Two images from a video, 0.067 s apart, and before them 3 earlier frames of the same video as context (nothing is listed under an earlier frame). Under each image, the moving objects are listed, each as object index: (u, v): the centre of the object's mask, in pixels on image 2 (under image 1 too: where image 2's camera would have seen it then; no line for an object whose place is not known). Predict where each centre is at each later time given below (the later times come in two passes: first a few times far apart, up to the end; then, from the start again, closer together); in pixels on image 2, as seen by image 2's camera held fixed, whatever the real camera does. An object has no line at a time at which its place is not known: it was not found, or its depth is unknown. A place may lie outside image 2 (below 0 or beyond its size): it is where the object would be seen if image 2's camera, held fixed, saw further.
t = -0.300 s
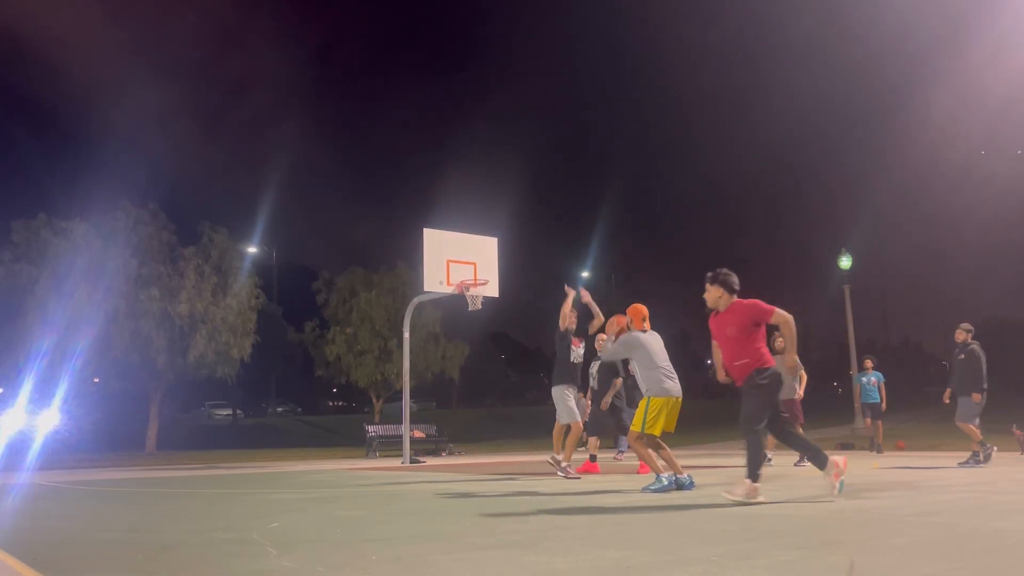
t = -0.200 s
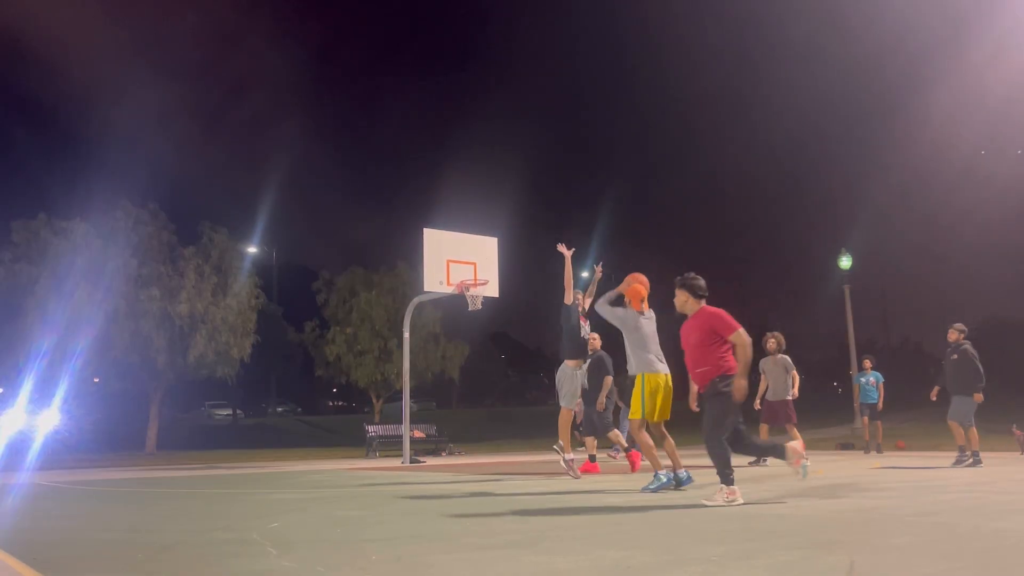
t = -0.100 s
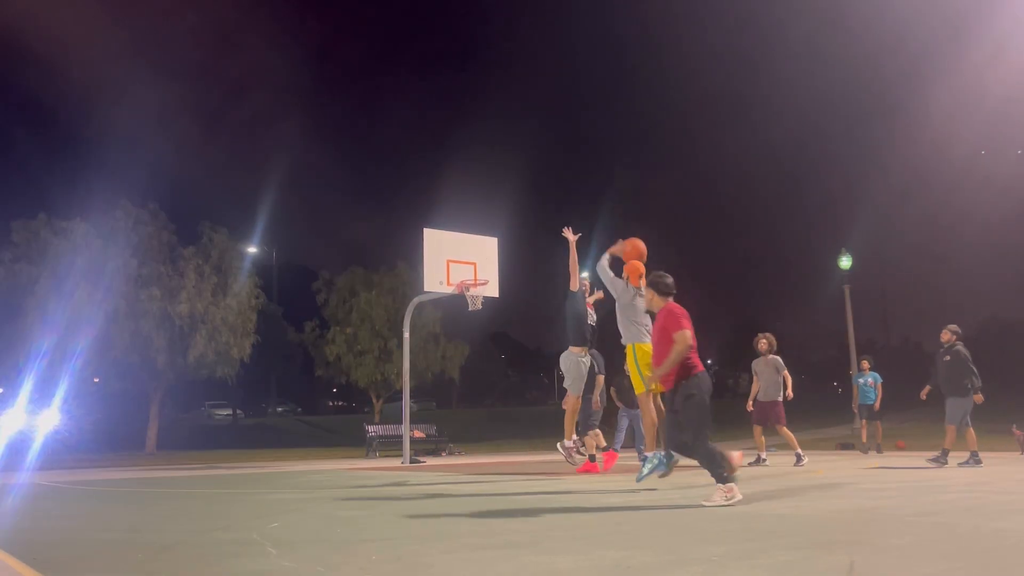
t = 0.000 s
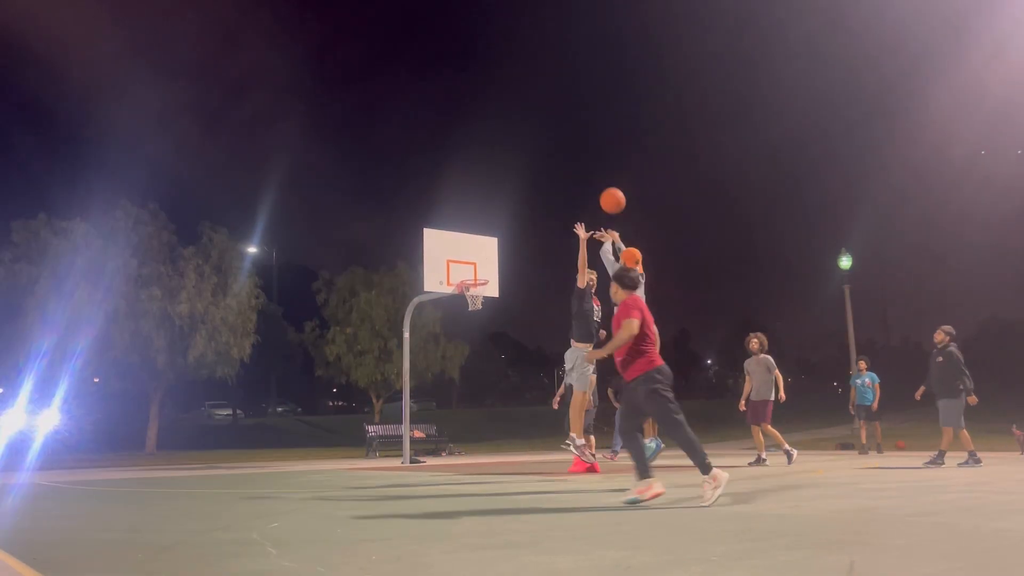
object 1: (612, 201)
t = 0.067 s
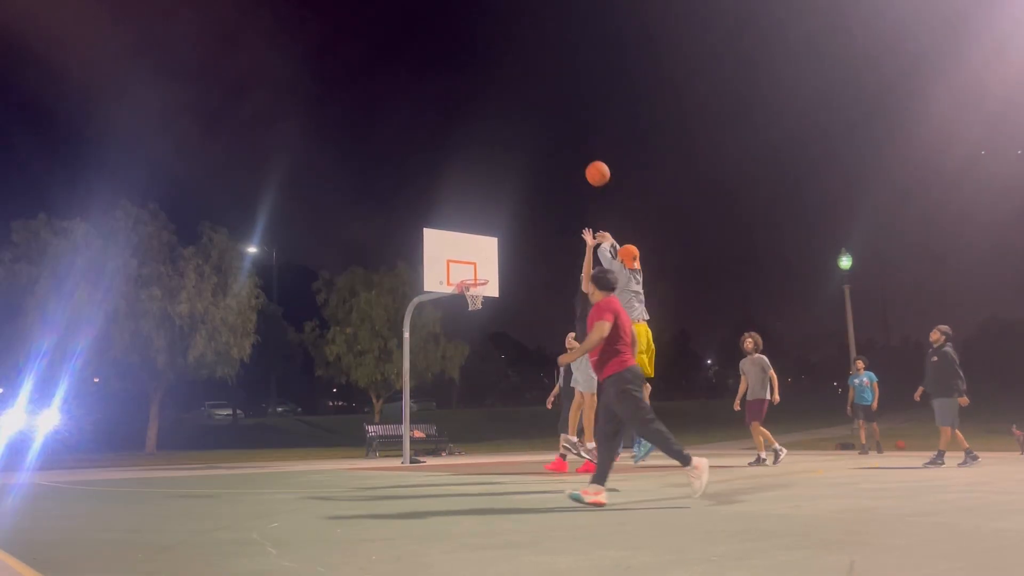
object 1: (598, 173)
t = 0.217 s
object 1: (569, 134)
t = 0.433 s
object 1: (538, 118)
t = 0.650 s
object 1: (514, 138)
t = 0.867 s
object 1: (495, 181)
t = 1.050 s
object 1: (483, 233)
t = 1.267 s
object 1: (473, 301)
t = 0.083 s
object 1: (594, 168)
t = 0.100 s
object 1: (591, 162)
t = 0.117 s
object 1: (587, 157)
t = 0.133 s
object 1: (584, 153)
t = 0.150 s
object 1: (581, 148)
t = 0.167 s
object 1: (578, 144)
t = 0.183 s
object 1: (575, 141)
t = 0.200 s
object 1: (572, 137)
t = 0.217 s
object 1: (569, 134)
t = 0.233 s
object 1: (567, 131)
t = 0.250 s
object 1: (564, 129)
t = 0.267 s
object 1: (561, 127)
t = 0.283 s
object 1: (559, 125)
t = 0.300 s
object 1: (556, 123)
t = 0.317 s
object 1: (554, 122)
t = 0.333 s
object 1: (551, 121)
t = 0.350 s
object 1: (549, 120)
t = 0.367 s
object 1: (546, 119)
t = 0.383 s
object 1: (544, 119)
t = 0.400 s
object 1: (542, 118)
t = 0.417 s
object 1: (540, 118)
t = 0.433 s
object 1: (538, 118)
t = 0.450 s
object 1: (536, 119)
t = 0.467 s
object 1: (534, 119)
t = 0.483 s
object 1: (532, 120)
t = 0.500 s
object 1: (530, 121)
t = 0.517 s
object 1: (528, 122)
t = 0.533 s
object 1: (526, 124)
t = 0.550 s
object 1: (524, 125)
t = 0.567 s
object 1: (523, 127)
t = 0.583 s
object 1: (521, 129)
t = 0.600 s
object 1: (519, 131)
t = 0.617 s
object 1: (517, 133)
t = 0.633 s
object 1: (516, 135)
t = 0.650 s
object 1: (514, 138)
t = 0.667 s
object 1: (512, 140)
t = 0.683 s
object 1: (511, 143)
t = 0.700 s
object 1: (509, 146)
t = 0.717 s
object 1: (508, 149)
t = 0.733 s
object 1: (506, 152)
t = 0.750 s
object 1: (505, 155)
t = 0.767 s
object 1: (503, 158)
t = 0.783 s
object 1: (502, 162)
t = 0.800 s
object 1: (501, 166)
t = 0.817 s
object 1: (499, 169)
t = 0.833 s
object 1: (498, 173)
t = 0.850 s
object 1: (497, 177)
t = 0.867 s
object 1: (495, 181)
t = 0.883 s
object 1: (494, 185)
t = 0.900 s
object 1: (493, 190)
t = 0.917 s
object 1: (492, 194)
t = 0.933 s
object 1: (490, 199)
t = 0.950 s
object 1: (489, 204)
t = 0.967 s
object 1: (488, 208)
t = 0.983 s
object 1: (487, 213)
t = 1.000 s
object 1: (486, 218)
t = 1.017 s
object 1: (485, 223)
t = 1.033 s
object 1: (484, 228)
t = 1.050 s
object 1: (483, 233)
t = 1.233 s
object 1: (474, 290)
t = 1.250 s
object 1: (474, 293)
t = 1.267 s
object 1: (473, 301)
